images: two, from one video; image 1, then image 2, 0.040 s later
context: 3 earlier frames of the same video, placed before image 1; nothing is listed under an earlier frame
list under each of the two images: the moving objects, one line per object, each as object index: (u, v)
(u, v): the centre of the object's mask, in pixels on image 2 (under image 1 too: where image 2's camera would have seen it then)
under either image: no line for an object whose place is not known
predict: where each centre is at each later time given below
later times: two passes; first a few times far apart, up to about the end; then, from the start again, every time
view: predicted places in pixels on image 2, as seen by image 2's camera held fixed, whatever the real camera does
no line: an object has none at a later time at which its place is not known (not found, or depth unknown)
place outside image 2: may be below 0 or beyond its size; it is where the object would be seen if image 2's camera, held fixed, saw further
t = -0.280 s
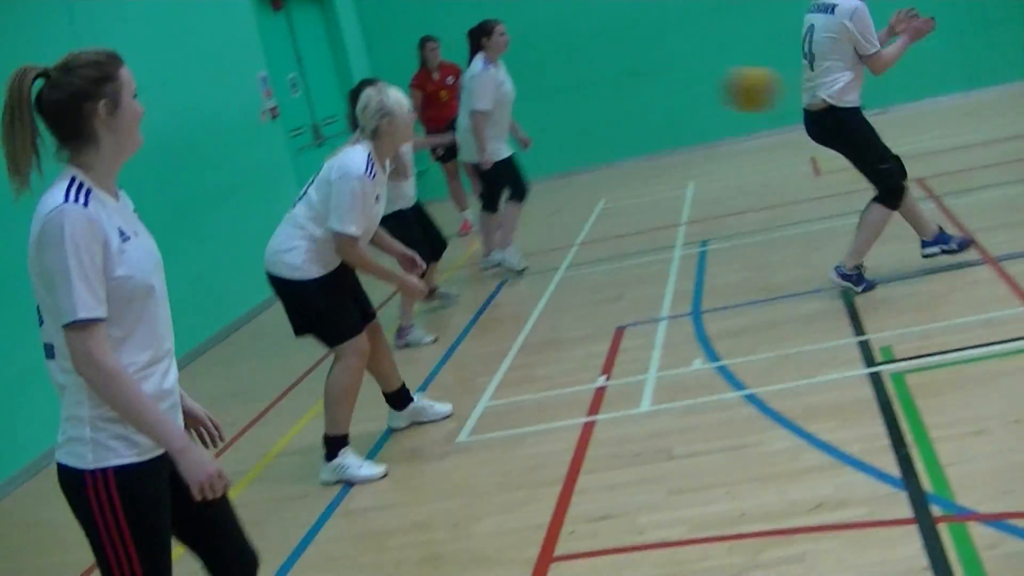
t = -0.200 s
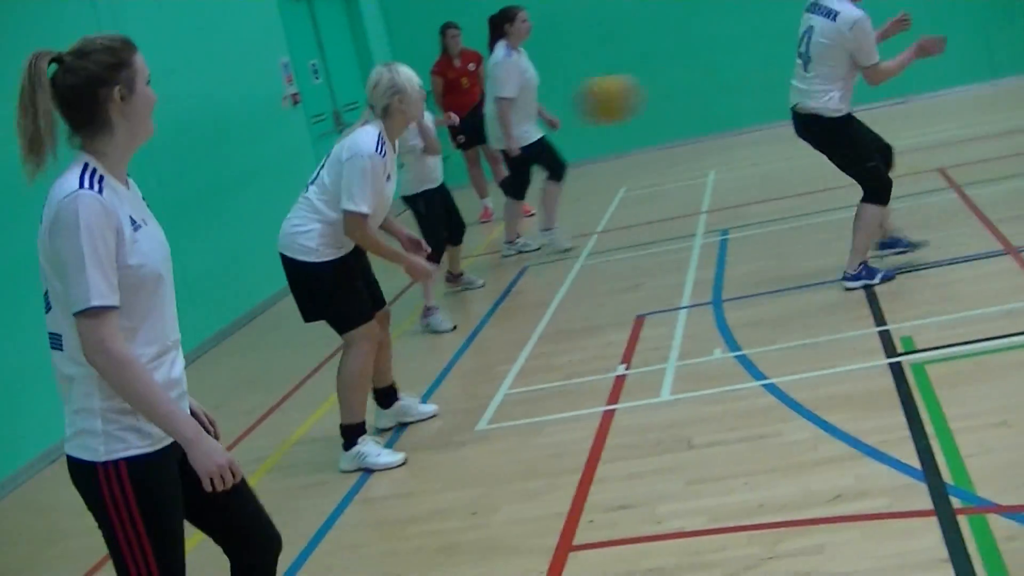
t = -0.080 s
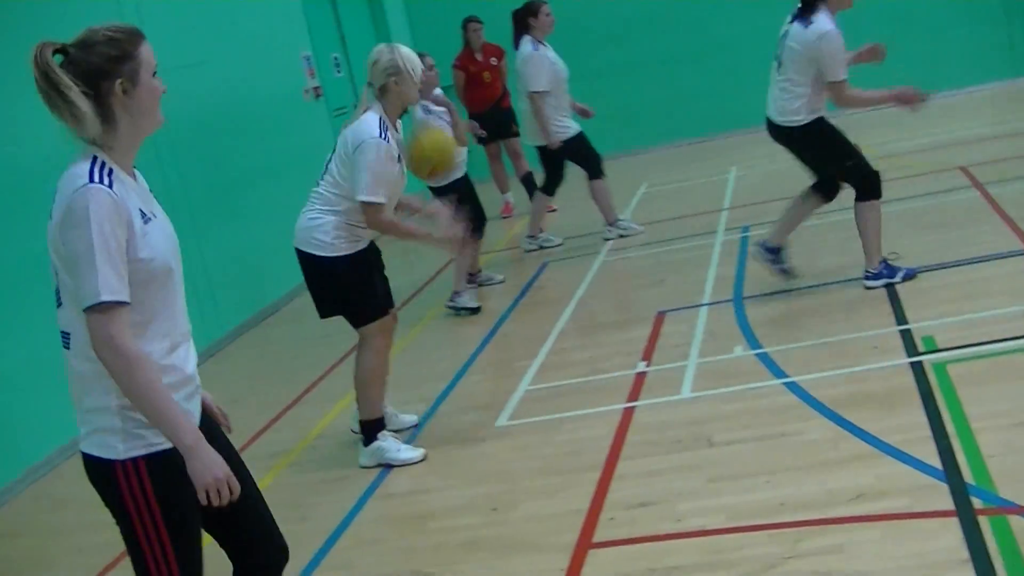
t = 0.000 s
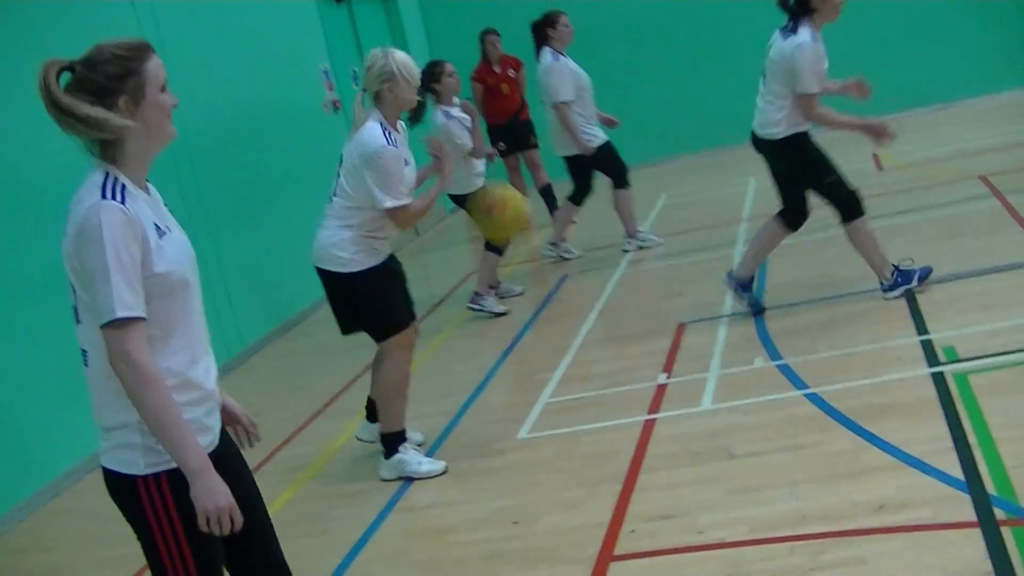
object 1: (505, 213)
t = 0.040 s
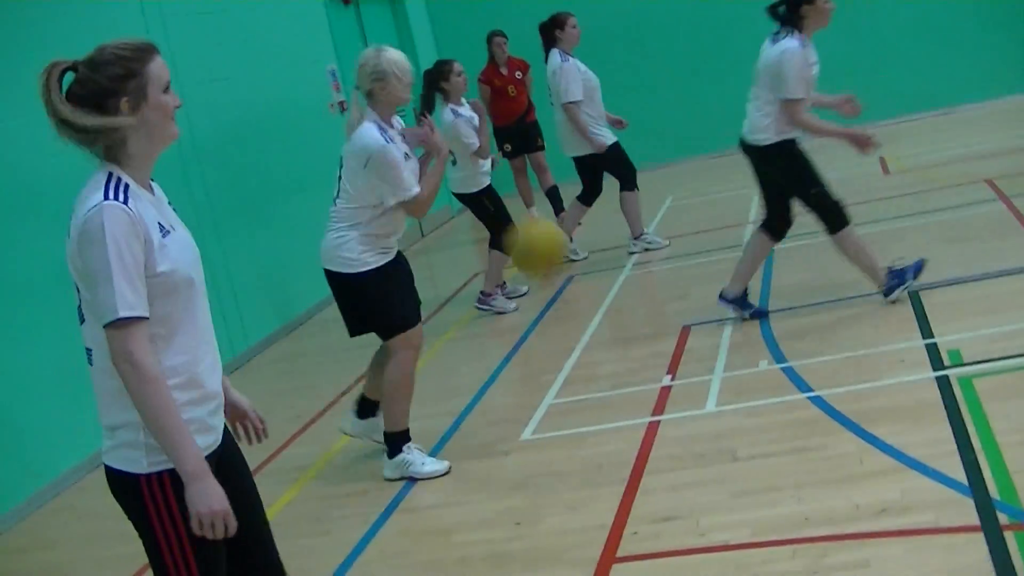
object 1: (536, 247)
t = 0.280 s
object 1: (731, 459)
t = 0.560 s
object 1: (880, 280)
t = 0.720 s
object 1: (984, 292)
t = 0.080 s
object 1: (568, 286)
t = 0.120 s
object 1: (601, 333)
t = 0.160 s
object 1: (637, 384)
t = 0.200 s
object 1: (680, 447)
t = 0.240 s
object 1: (717, 499)
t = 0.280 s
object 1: (731, 459)
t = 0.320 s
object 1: (749, 420)
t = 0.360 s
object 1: (766, 389)
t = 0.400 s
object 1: (785, 358)
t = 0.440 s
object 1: (808, 330)
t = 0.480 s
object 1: (831, 309)
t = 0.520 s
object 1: (854, 294)
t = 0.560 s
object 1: (880, 280)
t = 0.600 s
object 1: (909, 273)
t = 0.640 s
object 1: (941, 274)
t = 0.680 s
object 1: (965, 281)
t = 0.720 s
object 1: (984, 292)
